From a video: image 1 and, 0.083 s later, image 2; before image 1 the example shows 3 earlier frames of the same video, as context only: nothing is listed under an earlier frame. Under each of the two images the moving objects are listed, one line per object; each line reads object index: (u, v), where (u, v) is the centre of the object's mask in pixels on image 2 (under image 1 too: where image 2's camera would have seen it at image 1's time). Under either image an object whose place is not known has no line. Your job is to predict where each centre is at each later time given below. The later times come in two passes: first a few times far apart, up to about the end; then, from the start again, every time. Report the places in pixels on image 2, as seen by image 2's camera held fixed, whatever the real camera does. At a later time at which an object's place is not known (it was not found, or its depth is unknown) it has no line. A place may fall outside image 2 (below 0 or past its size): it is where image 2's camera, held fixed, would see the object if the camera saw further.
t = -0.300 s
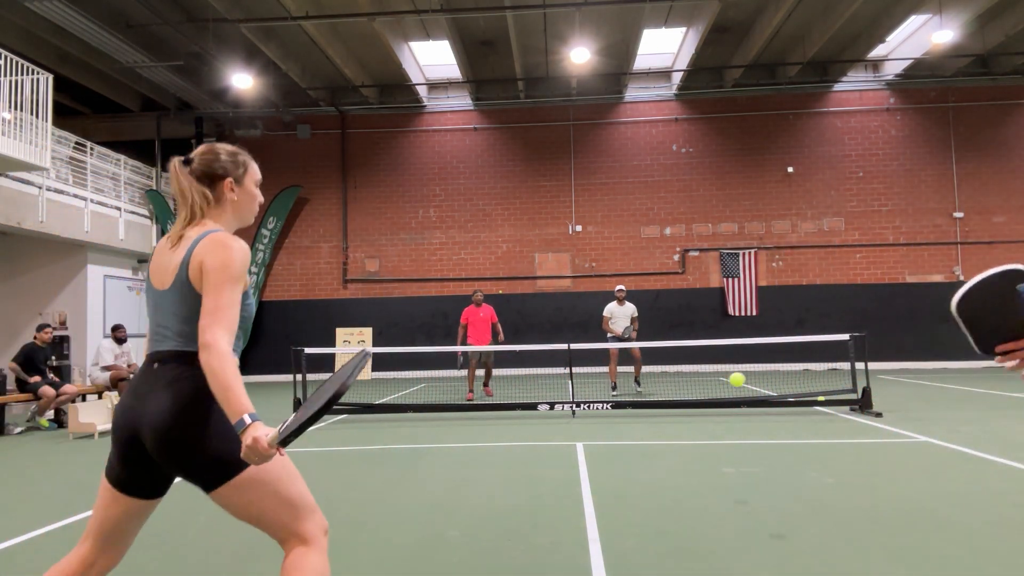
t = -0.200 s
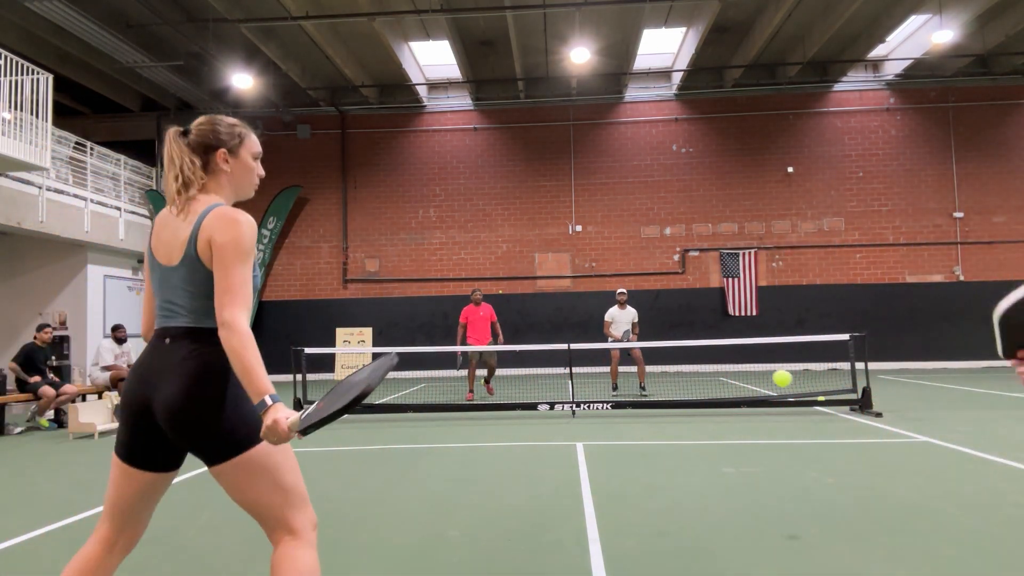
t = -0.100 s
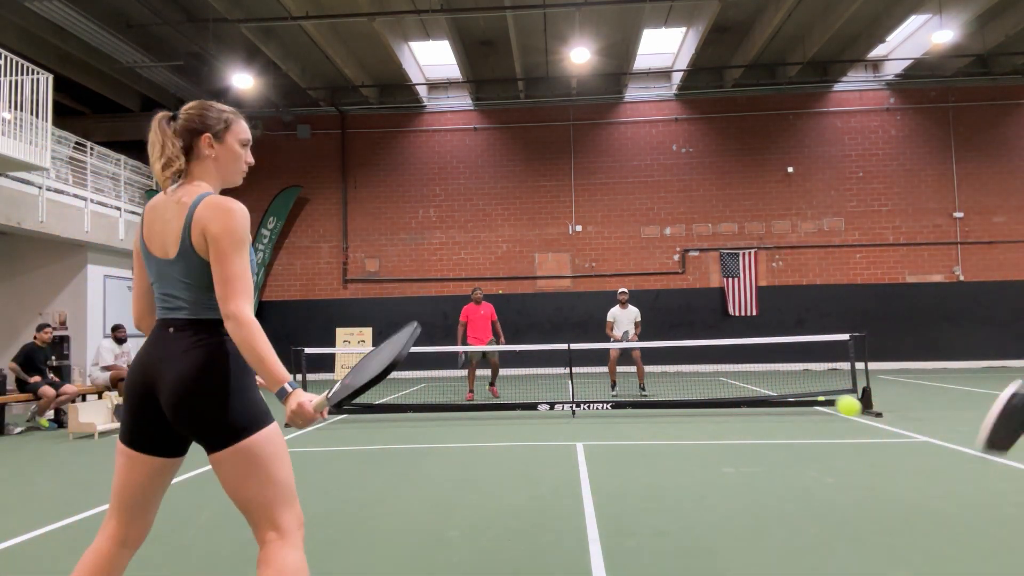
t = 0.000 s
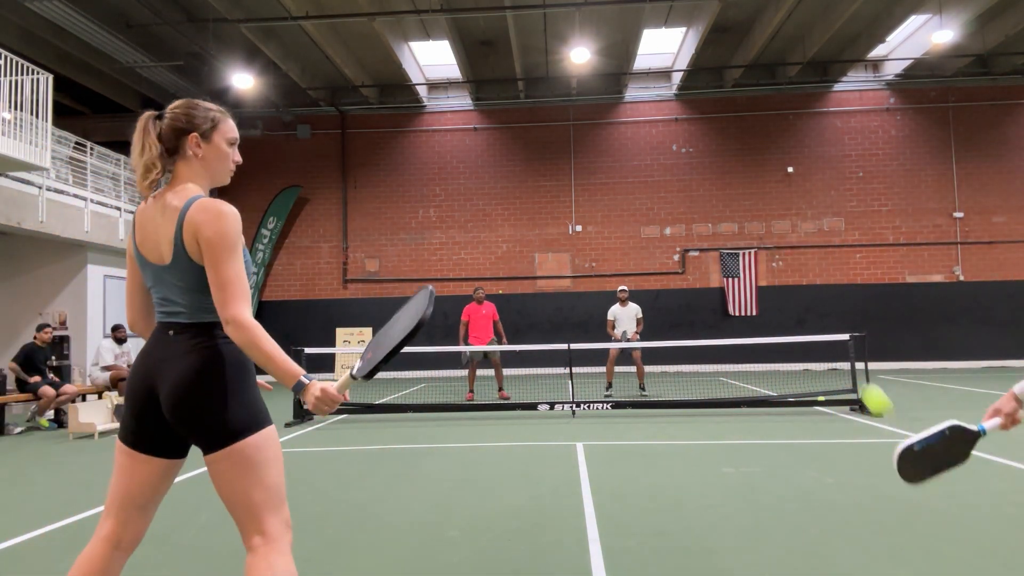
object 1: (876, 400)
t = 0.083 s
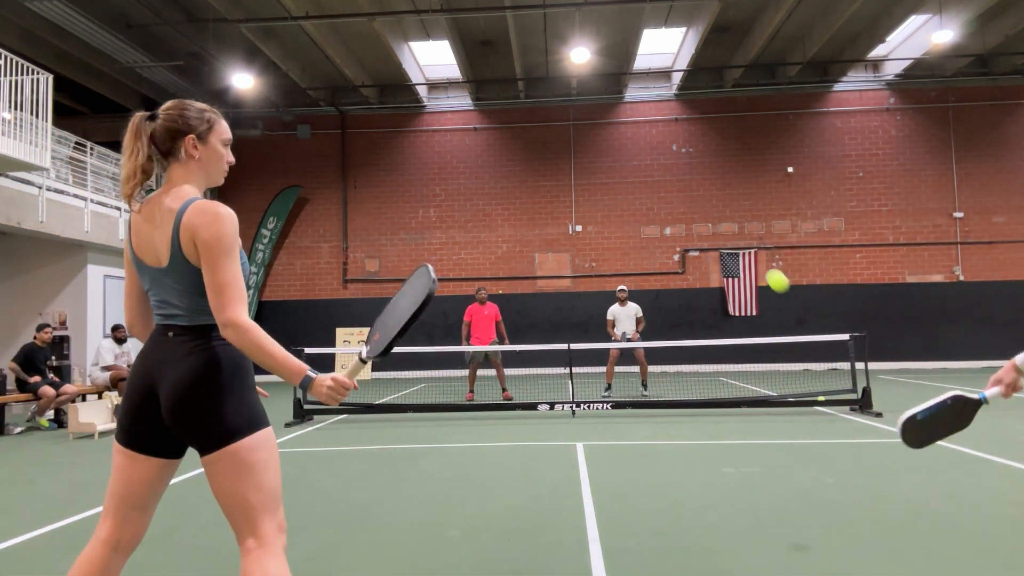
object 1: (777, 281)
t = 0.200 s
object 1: (698, 200)
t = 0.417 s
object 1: (621, 157)
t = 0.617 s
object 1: (582, 171)
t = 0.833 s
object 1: (554, 214)
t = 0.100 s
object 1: (763, 265)
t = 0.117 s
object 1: (749, 250)
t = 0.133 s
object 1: (737, 237)
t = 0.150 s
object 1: (727, 226)
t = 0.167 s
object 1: (716, 216)
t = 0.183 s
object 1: (707, 208)
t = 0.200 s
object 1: (698, 200)
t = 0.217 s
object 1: (690, 193)
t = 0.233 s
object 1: (682, 187)
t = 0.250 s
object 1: (675, 181)
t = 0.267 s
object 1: (668, 177)
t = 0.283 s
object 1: (662, 173)
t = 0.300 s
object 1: (656, 169)
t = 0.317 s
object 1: (650, 166)
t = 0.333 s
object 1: (645, 164)
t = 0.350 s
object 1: (640, 162)
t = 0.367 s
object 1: (635, 160)
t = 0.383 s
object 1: (630, 159)
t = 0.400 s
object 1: (626, 158)
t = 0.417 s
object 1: (621, 157)
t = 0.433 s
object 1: (618, 157)
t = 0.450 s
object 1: (613, 157)
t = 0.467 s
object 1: (610, 158)
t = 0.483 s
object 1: (606, 158)
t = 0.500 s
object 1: (603, 159)
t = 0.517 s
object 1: (599, 160)
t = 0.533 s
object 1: (596, 162)
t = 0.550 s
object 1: (593, 163)
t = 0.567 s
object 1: (590, 165)
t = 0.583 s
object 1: (587, 167)
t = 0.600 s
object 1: (585, 169)
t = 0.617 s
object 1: (582, 171)
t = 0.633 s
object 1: (579, 174)
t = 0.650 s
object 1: (577, 176)
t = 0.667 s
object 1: (574, 179)
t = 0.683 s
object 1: (572, 182)
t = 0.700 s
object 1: (570, 185)
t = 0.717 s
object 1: (567, 188)
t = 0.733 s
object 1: (565, 192)
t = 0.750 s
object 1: (563, 195)
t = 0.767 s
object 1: (561, 199)
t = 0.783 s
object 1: (559, 202)
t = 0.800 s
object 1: (557, 206)
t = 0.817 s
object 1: (555, 210)
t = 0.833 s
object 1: (554, 214)
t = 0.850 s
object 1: (552, 218)
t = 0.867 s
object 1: (550, 222)
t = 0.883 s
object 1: (548, 226)
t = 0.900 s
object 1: (547, 231)
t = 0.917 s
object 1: (545, 235)
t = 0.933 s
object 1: (543, 240)
